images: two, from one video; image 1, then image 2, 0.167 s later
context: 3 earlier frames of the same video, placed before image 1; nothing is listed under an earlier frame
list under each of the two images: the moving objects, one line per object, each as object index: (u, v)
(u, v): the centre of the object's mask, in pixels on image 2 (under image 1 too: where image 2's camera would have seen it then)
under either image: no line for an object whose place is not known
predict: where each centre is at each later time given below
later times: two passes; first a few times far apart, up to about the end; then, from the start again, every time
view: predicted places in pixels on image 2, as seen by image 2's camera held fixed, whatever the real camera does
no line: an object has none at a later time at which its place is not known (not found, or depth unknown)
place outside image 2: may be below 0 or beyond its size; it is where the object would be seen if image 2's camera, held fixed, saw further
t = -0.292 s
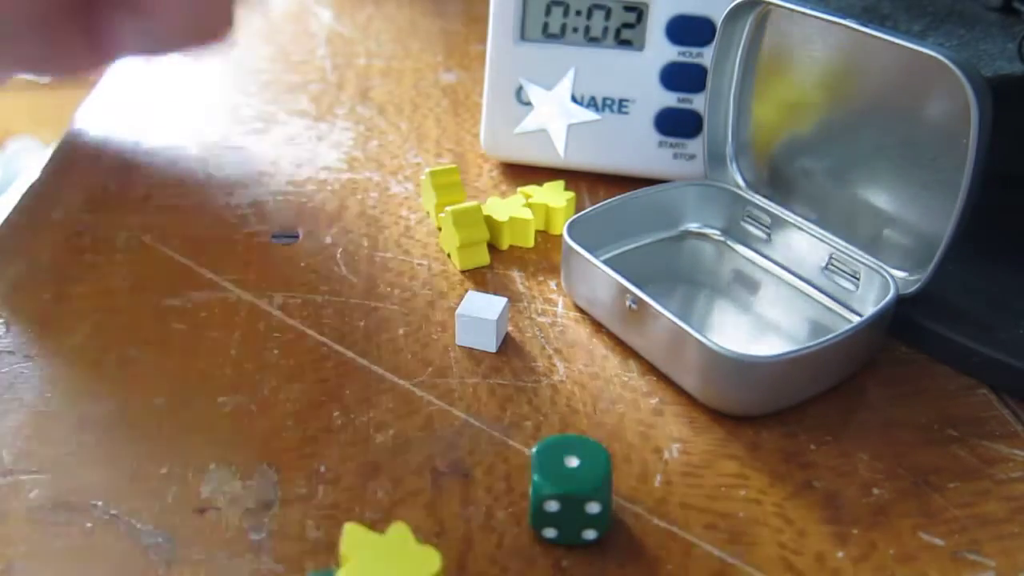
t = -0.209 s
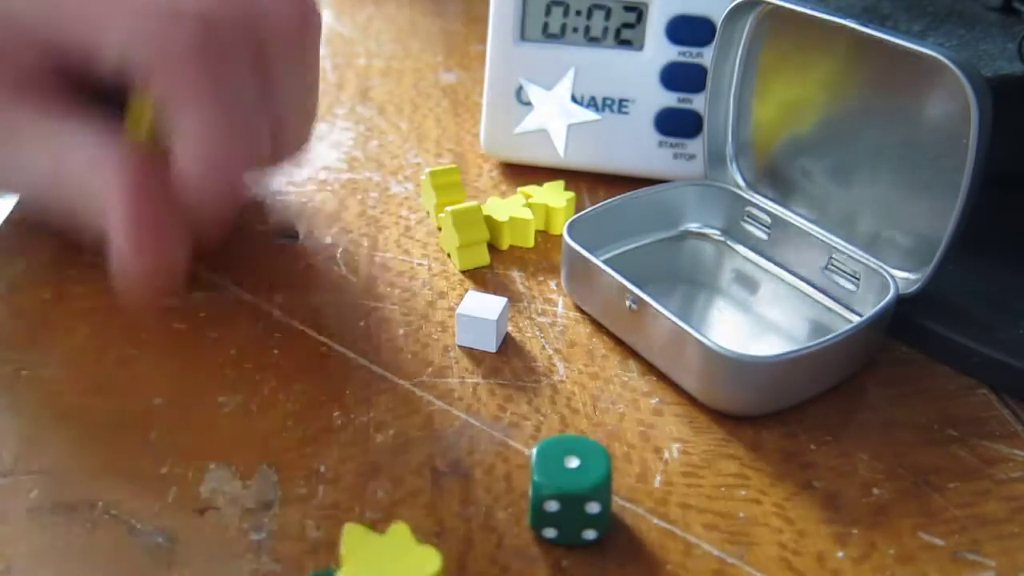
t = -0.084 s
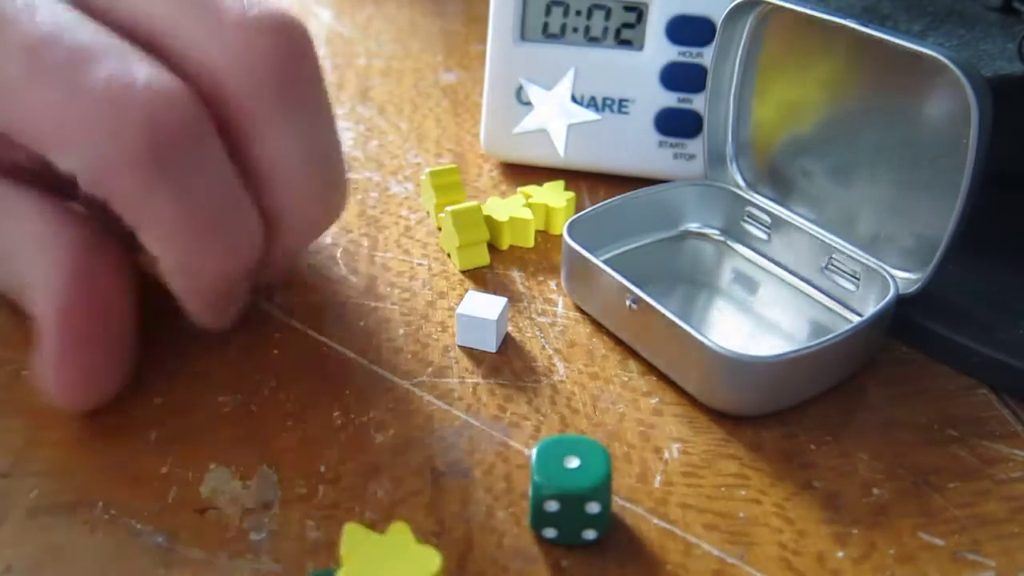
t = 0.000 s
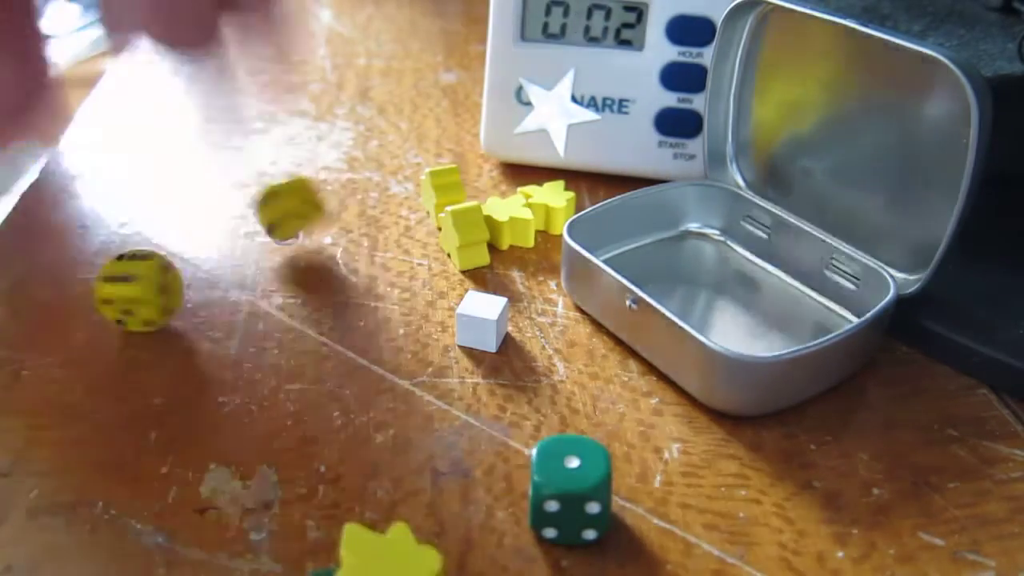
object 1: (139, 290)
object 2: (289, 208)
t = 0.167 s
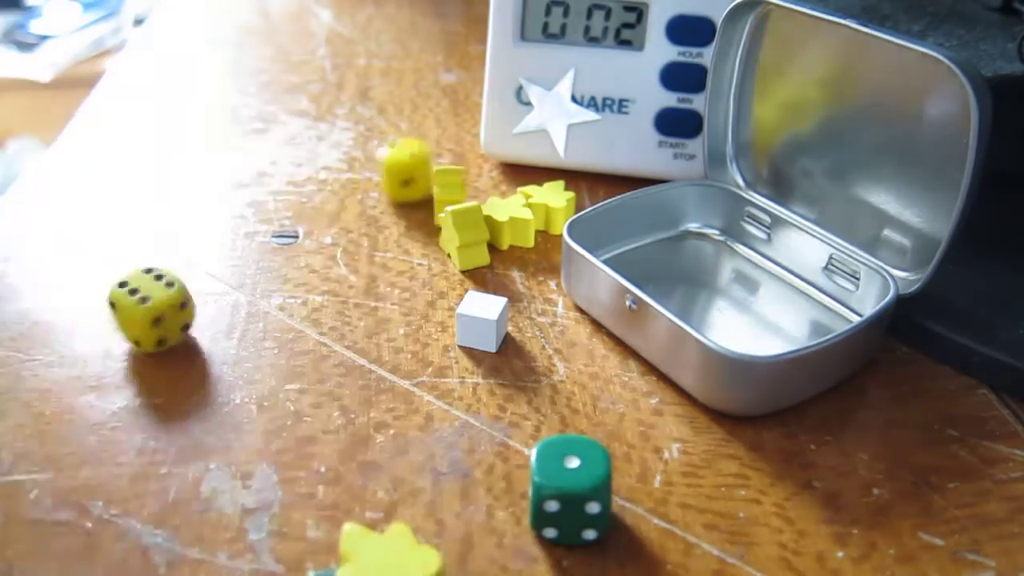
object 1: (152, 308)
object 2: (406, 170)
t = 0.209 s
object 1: (161, 310)
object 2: (417, 161)
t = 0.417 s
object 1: (167, 295)
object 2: (432, 154)
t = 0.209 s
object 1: (161, 310)
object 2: (417, 161)
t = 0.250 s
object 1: (174, 305)
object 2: (427, 156)
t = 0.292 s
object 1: (179, 300)
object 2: (432, 155)
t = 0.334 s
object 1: (179, 293)
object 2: (432, 154)
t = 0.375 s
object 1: (173, 293)
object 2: (432, 154)
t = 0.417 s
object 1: (167, 295)
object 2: (432, 154)
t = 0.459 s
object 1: (169, 296)
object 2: (432, 154)
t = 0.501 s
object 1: (169, 294)
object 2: (432, 154)
